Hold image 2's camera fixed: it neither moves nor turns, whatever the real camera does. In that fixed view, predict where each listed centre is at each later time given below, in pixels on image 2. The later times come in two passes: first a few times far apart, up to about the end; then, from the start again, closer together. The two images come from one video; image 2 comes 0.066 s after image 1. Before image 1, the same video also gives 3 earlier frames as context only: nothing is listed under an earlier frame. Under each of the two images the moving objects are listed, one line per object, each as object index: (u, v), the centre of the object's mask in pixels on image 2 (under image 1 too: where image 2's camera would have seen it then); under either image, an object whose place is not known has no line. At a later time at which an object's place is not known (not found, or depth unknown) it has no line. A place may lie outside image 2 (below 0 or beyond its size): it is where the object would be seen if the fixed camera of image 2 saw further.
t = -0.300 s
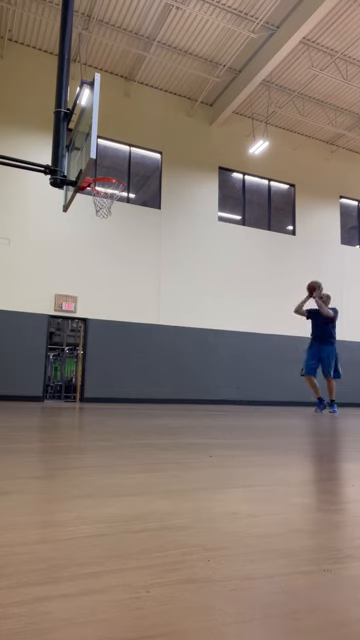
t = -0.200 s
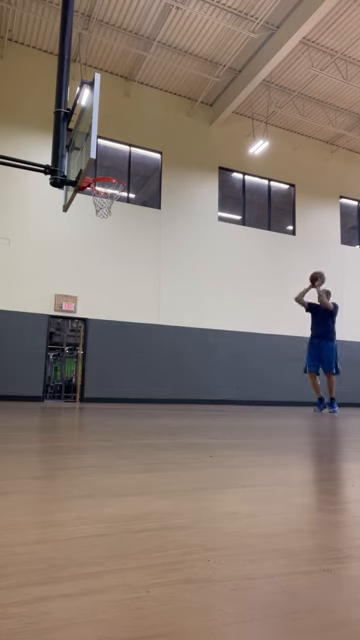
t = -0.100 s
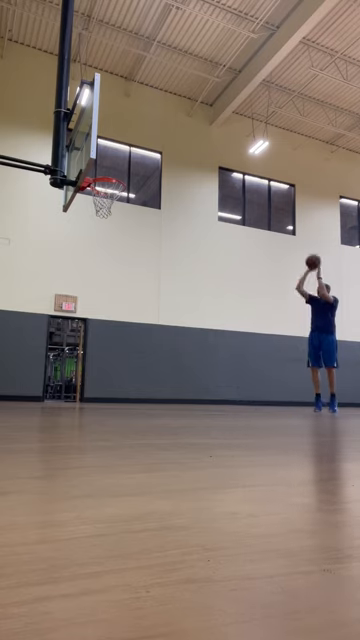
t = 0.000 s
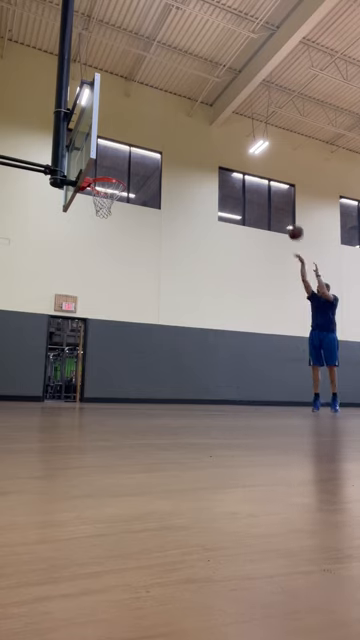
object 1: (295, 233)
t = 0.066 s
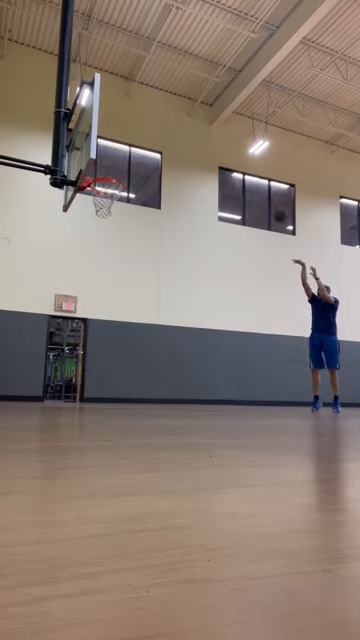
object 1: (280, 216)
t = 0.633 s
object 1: (144, 167)
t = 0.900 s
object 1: (88, 201)
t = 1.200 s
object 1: (76, 248)
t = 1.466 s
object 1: (63, 344)
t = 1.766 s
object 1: (71, 336)
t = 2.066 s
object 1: (90, 292)
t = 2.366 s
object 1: (105, 311)
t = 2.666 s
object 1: (116, 393)
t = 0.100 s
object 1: (275, 208)
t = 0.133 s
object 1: (264, 199)
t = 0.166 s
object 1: (257, 192)
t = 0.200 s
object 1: (250, 186)
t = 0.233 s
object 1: (243, 182)
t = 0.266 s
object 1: (235, 176)
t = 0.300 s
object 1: (227, 171)
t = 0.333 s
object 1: (219, 168)
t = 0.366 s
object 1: (211, 165)
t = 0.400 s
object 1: (203, 163)
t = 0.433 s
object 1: (195, 161)
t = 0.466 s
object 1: (187, 160)
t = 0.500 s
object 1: (179, 160)
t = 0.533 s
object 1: (171, 161)
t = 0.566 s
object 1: (163, 162)
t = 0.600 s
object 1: (153, 165)
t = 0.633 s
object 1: (144, 167)
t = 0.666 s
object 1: (136, 171)
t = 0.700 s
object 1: (126, 175)
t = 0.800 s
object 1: (100, 192)
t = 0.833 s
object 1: (92, 197)
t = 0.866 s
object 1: (89, 198)
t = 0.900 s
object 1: (88, 201)
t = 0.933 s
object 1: (87, 202)
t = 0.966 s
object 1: (86, 205)
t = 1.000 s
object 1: (85, 209)
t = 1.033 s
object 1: (83, 213)
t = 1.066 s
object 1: (82, 219)
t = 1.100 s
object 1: (81, 225)
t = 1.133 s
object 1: (79, 232)
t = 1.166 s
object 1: (78, 239)
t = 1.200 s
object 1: (76, 248)
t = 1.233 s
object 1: (75, 257)
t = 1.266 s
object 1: (73, 267)
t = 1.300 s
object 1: (72, 278)
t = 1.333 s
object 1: (70, 289)
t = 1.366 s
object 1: (68, 302)
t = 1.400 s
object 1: (65, 316)
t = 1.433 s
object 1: (64, 328)
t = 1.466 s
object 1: (63, 344)
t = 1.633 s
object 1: (57, 377)
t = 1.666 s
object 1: (60, 365)
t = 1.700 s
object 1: (64, 353)
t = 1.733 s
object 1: (68, 343)
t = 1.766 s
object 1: (71, 336)
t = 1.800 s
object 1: (72, 327)
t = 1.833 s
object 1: (75, 319)
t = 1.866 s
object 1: (77, 313)
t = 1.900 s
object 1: (79, 307)
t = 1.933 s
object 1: (81, 302)
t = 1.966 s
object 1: (83, 299)
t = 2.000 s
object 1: (86, 295)
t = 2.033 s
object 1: (88, 293)
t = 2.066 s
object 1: (90, 292)
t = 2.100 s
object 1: (91, 291)
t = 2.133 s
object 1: (93, 291)
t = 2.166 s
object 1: (95, 291)
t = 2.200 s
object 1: (97, 293)
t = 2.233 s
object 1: (99, 295)
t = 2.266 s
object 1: (101, 298)
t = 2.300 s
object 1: (102, 302)
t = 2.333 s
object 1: (104, 306)
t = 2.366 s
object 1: (105, 311)
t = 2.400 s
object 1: (106, 317)
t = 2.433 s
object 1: (107, 324)
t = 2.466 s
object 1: (108, 332)
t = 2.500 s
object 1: (110, 341)
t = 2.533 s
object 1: (111, 349)
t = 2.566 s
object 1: (112, 359)
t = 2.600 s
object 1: (114, 369)
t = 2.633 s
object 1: (115, 380)
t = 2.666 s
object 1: (116, 393)
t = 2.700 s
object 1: (118, 400)
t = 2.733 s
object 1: (119, 391)
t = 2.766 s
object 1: (121, 382)
